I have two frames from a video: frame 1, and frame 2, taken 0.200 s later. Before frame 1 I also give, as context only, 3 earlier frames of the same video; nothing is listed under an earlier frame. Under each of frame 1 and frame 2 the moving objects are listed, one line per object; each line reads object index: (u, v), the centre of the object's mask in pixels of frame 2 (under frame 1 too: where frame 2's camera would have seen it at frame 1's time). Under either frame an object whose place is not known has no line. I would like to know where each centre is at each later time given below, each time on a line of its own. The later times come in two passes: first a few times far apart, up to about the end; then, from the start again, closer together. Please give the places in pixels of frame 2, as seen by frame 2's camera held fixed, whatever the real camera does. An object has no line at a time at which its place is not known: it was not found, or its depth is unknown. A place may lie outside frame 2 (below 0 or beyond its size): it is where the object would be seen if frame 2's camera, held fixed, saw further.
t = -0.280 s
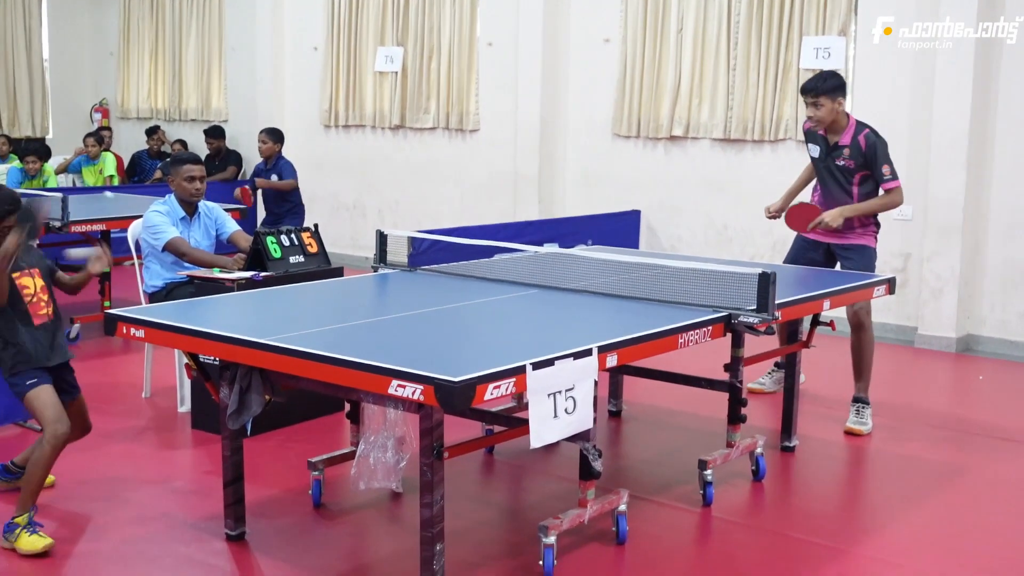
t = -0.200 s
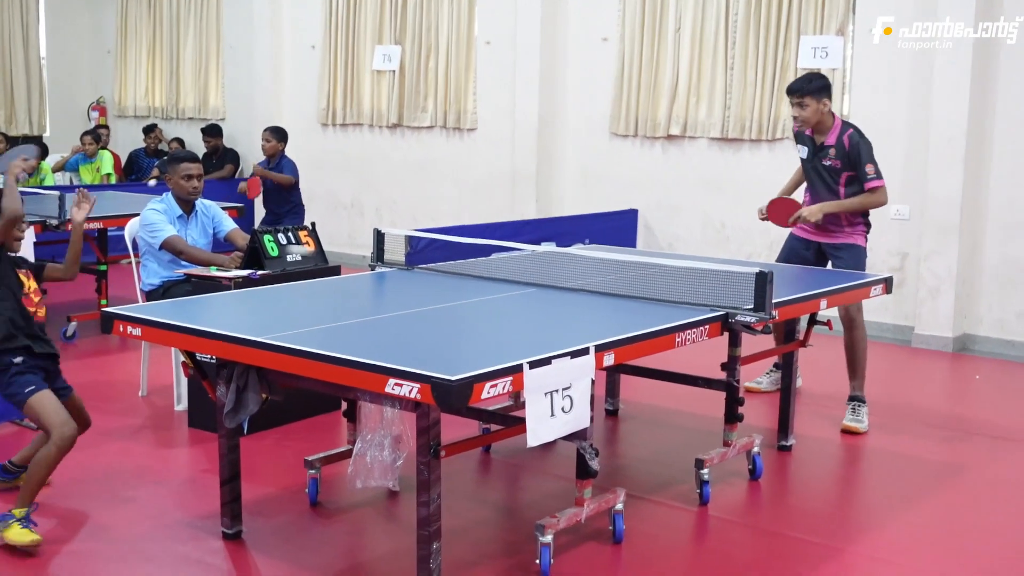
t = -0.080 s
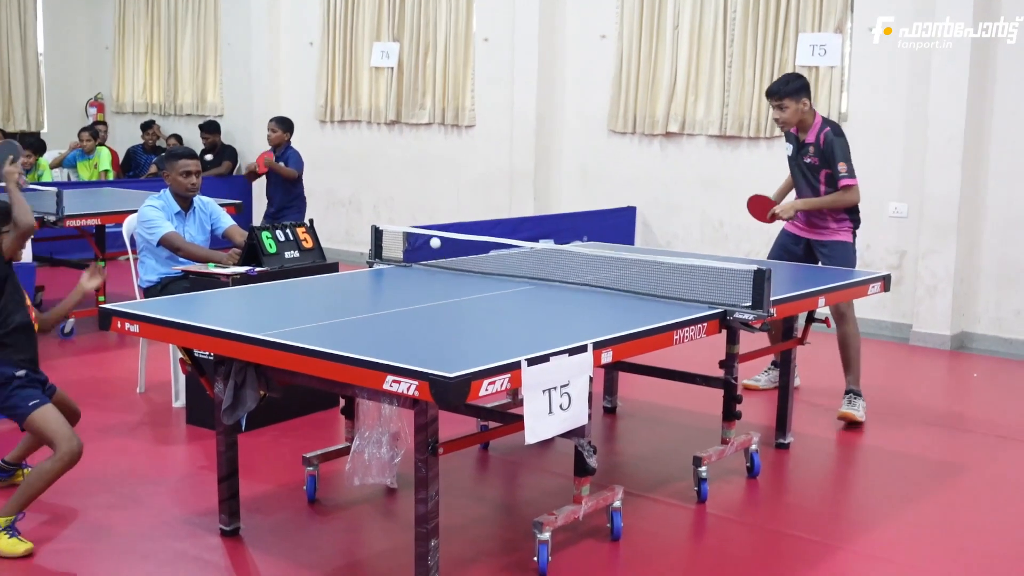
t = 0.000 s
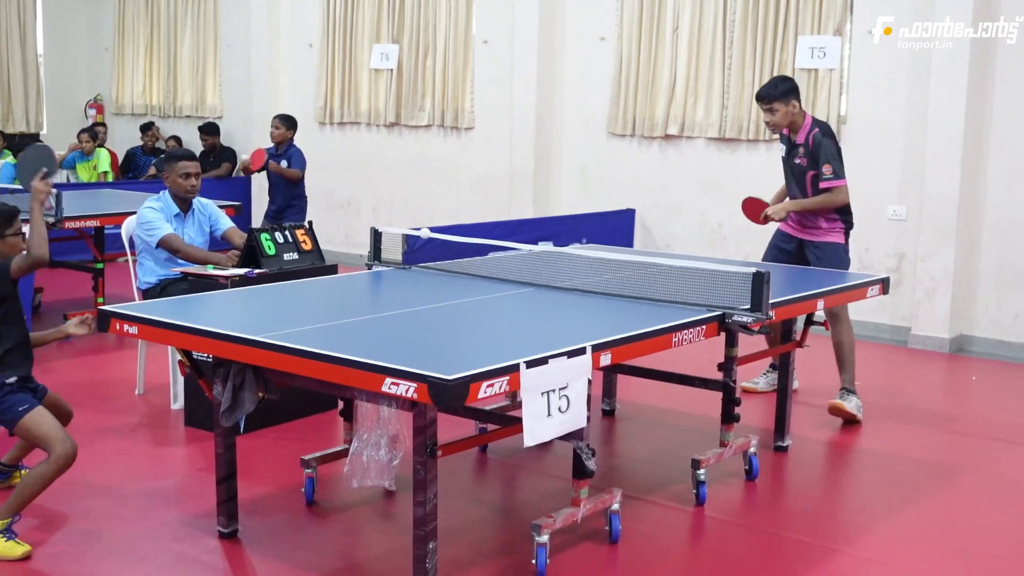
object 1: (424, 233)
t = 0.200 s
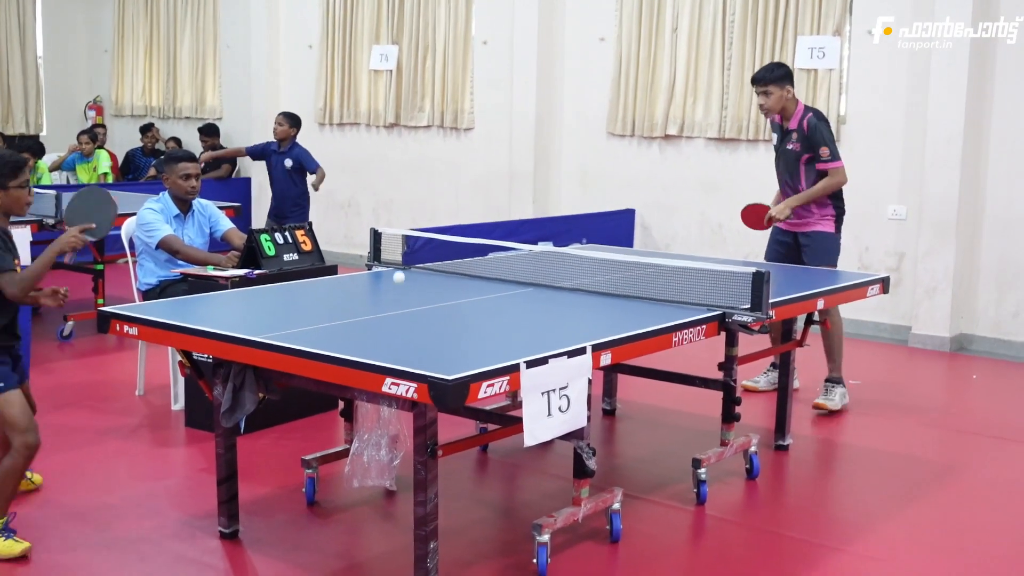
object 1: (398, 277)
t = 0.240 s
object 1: (395, 290)
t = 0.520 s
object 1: (394, 298)
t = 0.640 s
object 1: (403, 296)
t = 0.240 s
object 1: (395, 290)
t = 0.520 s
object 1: (394, 298)
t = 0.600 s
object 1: (398, 305)
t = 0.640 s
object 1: (403, 296)
